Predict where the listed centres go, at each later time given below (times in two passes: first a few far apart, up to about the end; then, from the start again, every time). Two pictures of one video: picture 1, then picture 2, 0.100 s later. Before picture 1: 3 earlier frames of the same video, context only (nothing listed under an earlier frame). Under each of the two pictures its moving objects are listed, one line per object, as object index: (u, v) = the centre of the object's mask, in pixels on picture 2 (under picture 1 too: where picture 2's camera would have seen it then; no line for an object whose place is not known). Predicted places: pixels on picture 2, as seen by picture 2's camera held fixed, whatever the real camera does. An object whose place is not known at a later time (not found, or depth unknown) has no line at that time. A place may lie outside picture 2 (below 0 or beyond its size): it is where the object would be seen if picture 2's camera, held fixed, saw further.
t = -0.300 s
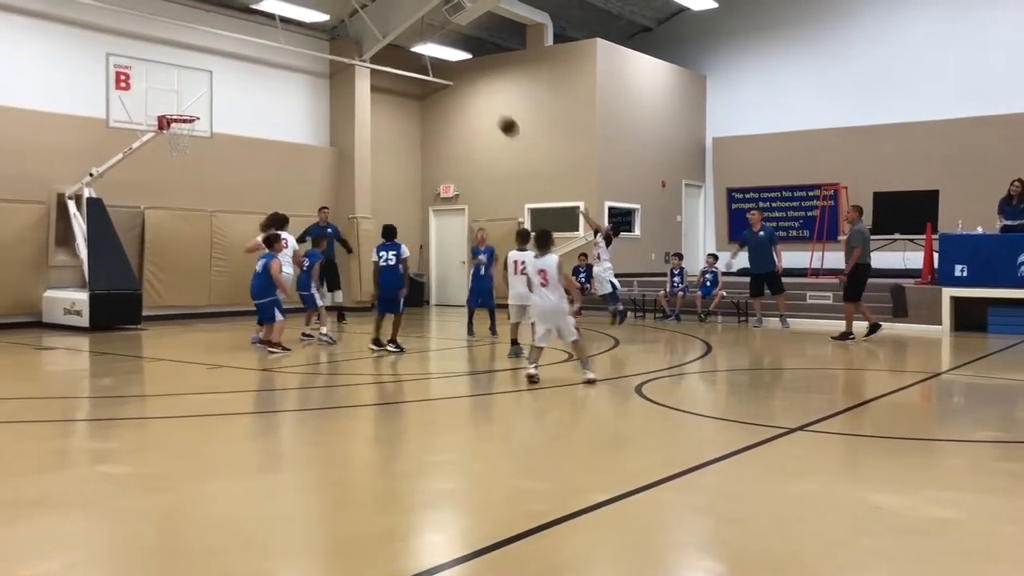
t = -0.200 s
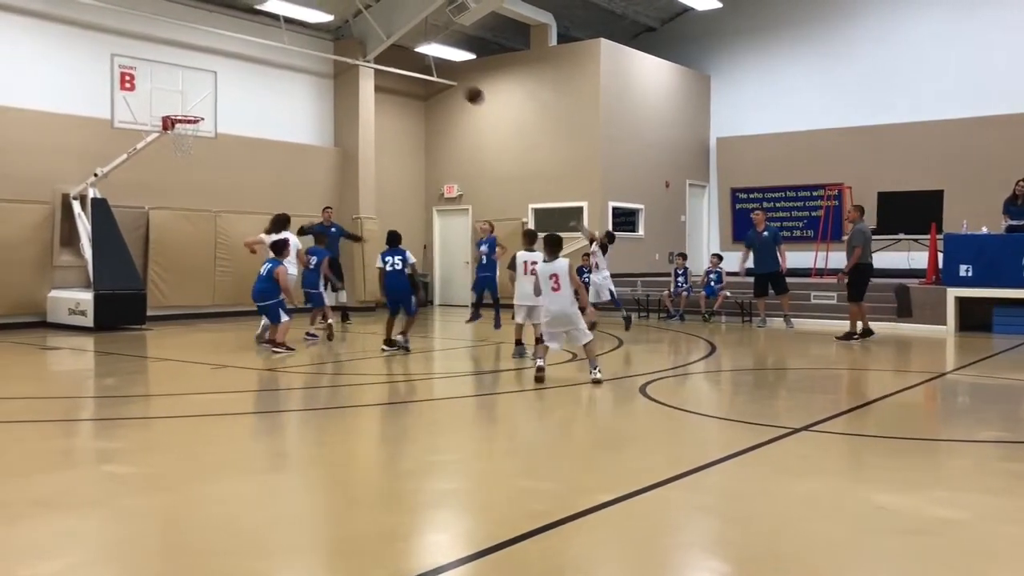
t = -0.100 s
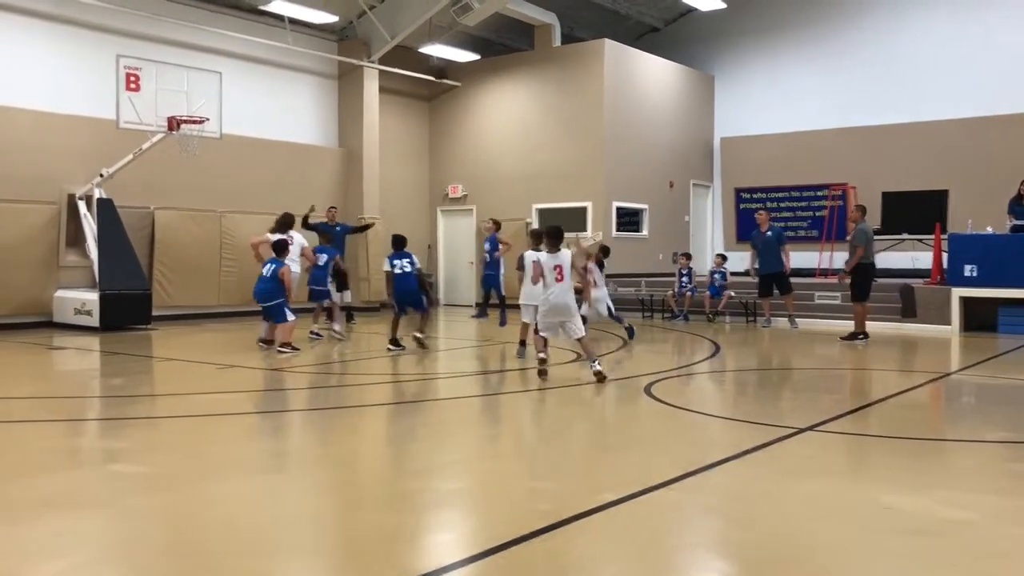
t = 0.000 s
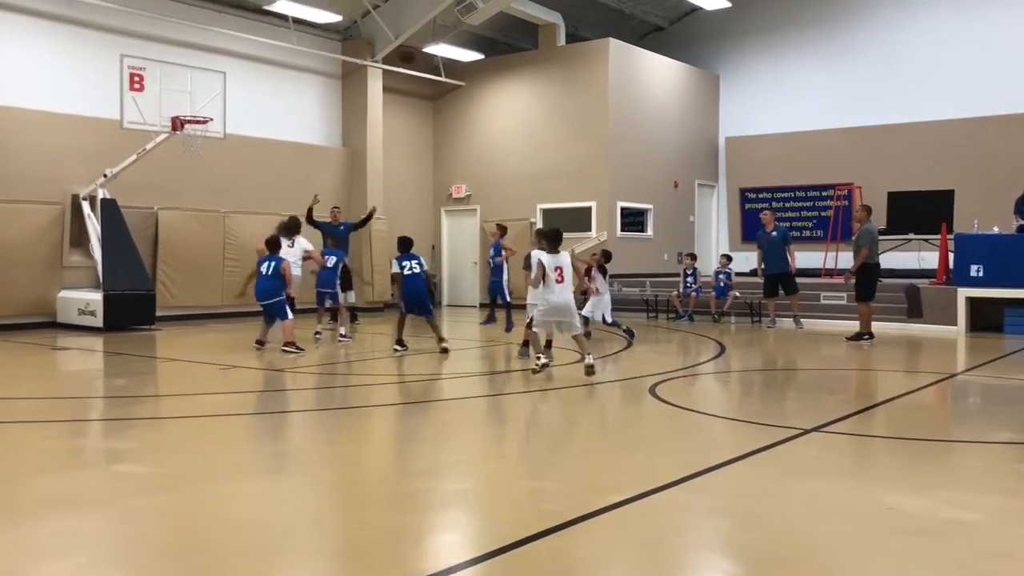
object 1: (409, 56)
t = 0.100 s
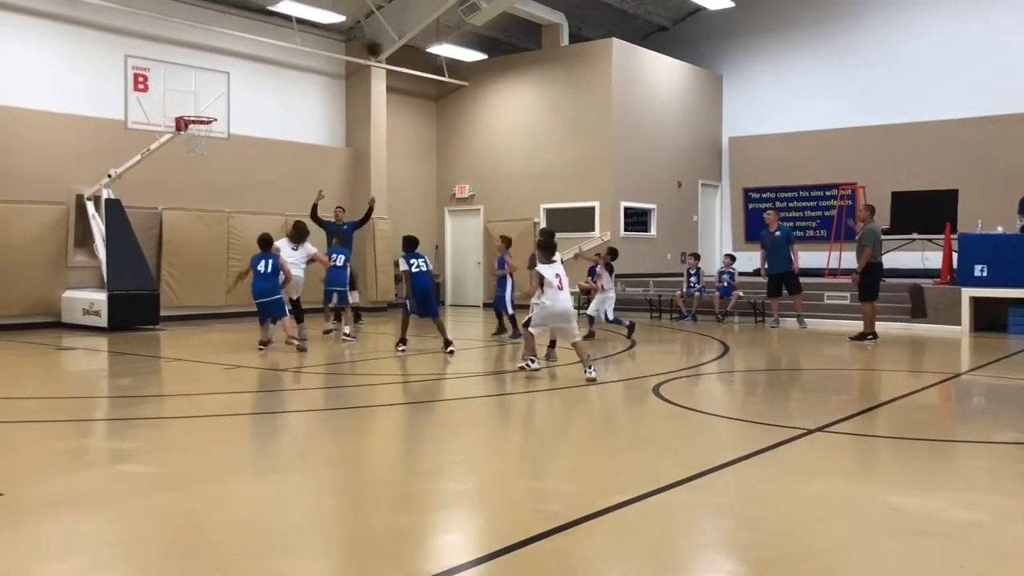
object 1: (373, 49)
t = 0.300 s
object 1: (301, 54)
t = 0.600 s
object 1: (200, 119)
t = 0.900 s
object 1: (168, 162)
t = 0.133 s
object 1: (360, 48)
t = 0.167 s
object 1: (349, 48)
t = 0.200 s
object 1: (335, 47)
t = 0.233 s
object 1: (324, 48)
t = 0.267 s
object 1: (312, 51)
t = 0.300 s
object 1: (301, 54)
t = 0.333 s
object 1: (289, 59)
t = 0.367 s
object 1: (278, 63)
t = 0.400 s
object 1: (267, 69)
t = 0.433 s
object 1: (255, 75)
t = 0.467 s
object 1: (243, 83)
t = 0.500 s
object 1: (232, 91)
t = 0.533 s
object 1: (221, 100)
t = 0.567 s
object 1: (210, 109)
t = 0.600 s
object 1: (200, 119)
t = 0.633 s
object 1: (188, 131)
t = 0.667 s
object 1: (182, 136)
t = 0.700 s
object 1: (179, 138)
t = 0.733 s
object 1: (177, 140)
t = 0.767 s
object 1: (175, 143)
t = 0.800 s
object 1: (173, 146)
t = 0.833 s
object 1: (171, 151)
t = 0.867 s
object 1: (169, 156)
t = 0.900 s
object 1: (168, 162)
